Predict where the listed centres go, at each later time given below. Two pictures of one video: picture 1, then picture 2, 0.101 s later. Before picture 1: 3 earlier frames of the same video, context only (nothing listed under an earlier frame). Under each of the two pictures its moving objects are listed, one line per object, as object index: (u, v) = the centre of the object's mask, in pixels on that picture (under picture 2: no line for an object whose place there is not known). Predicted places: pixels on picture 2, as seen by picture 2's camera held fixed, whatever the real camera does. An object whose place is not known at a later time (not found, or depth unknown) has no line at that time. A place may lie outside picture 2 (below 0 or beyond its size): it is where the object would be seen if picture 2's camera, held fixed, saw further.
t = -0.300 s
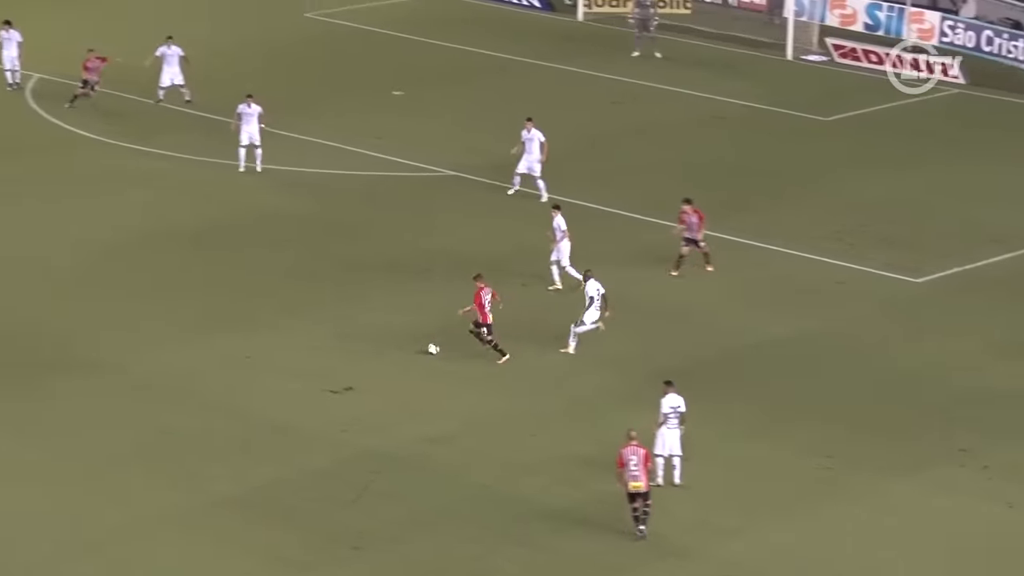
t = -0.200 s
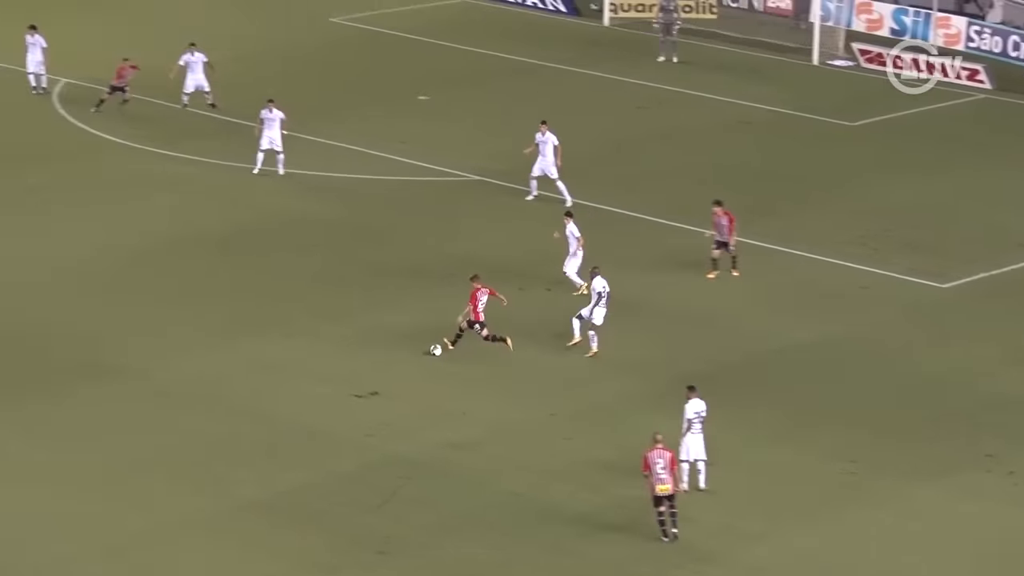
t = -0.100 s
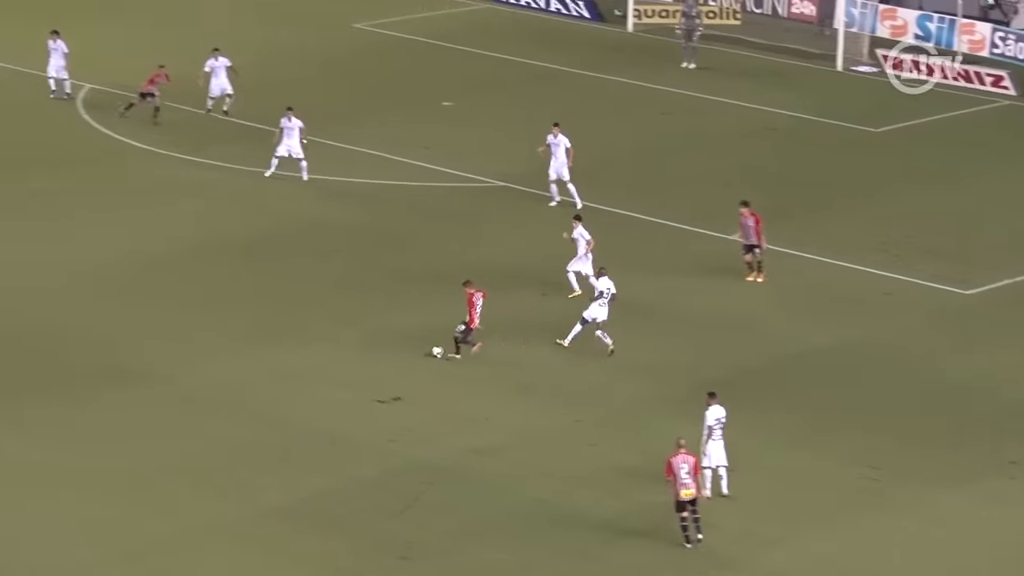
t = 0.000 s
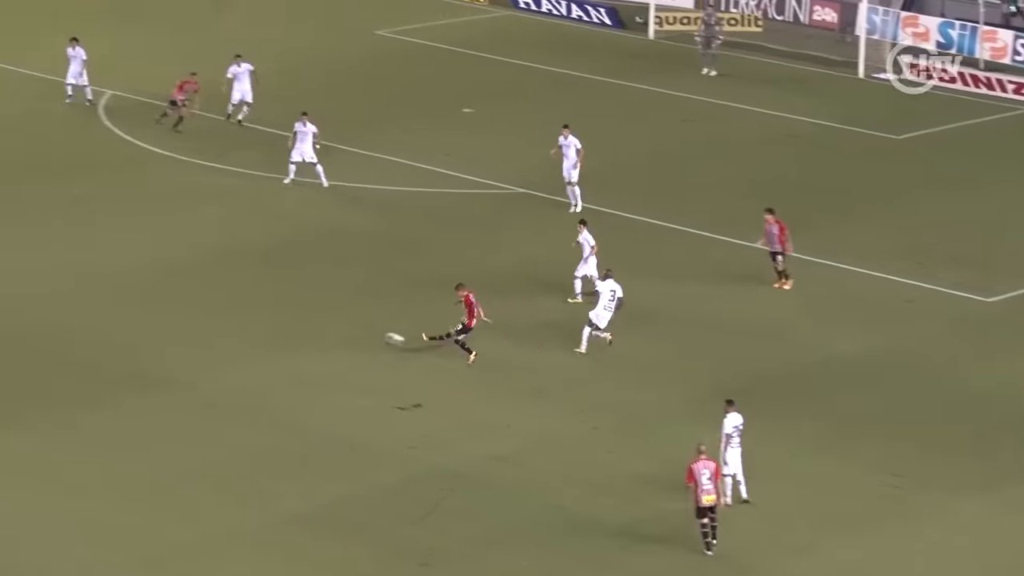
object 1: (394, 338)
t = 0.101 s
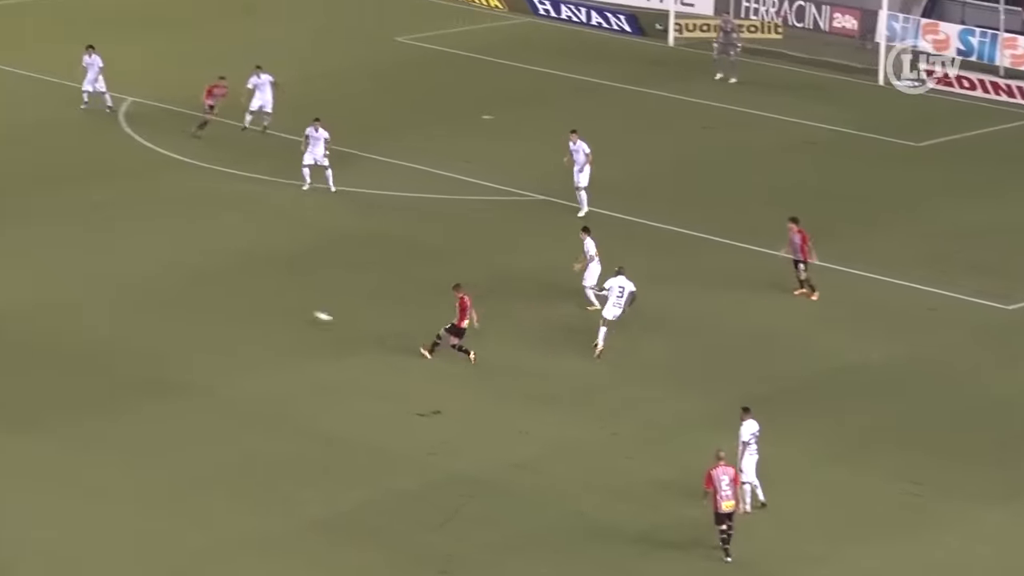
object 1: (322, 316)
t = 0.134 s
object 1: (294, 308)
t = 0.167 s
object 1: (267, 302)
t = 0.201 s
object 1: (241, 297)
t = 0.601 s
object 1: (14, 212)
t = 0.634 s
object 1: (0, 207)
